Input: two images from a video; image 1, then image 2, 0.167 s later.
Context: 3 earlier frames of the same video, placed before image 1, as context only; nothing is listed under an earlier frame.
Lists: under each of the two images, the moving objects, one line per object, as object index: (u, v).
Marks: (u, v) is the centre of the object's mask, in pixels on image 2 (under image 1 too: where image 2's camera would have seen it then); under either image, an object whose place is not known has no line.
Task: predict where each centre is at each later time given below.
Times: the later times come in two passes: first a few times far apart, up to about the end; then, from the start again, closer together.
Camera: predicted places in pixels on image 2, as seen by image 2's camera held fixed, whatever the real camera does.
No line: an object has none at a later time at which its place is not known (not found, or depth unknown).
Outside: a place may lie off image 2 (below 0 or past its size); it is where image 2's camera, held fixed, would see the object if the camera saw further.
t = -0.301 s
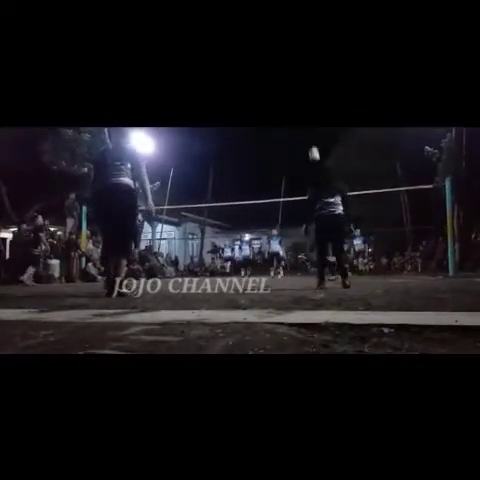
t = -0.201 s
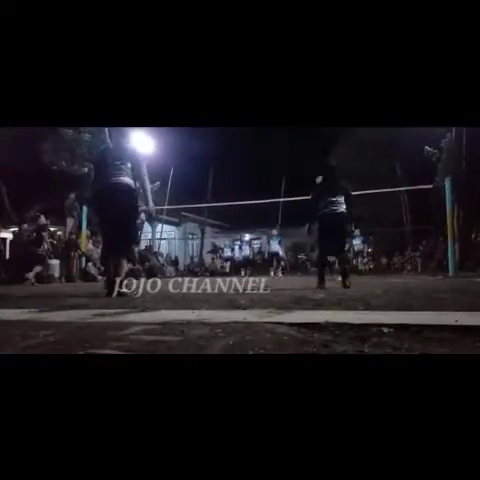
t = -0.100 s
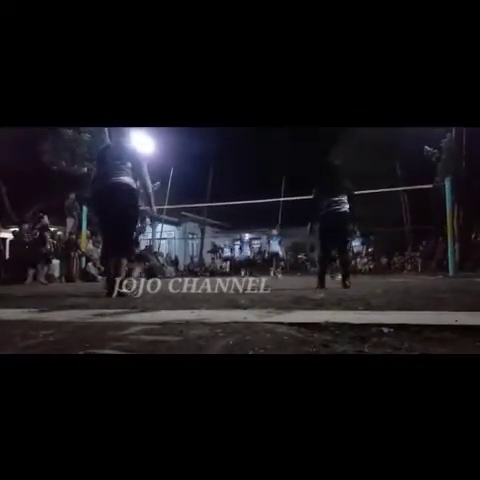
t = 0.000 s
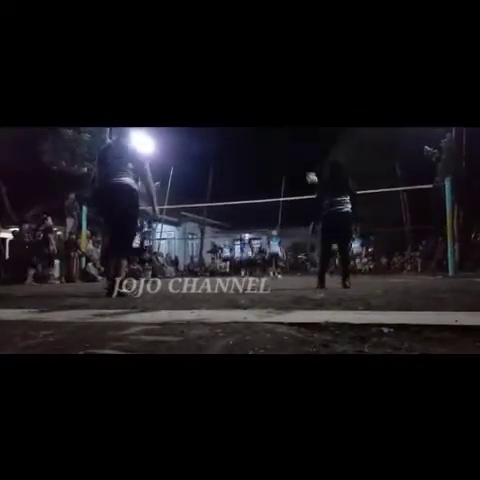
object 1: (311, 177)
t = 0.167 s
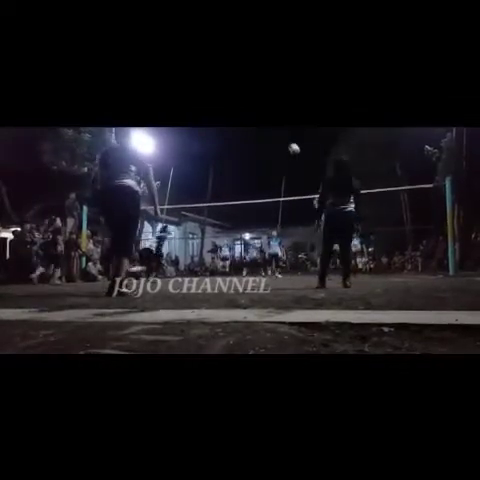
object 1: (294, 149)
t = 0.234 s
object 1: (286, 140)
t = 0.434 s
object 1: (267, 129)
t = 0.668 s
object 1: (244, 132)
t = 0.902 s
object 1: (223, 159)
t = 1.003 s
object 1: (214, 176)
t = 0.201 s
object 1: (290, 144)
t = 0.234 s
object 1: (286, 140)
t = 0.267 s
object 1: (283, 137)
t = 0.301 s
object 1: (280, 135)
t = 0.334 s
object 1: (276, 132)
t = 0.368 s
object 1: (273, 131)
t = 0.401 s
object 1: (270, 130)
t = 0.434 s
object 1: (267, 129)
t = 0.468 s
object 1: (263, 129)
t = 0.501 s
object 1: (260, 129)
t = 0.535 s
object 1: (257, 129)
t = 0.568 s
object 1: (253, 129)
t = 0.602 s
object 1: (250, 130)
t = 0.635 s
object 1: (247, 131)
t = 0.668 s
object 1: (244, 132)
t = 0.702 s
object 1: (241, 134)
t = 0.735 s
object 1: (238, 138)
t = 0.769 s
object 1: (235, 141)
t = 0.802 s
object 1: (231, 145)
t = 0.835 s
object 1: (229, 149)
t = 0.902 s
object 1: (223, 159)
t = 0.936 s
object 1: (220, 165)
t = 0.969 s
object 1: (217, 170)
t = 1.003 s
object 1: (214, 176)
